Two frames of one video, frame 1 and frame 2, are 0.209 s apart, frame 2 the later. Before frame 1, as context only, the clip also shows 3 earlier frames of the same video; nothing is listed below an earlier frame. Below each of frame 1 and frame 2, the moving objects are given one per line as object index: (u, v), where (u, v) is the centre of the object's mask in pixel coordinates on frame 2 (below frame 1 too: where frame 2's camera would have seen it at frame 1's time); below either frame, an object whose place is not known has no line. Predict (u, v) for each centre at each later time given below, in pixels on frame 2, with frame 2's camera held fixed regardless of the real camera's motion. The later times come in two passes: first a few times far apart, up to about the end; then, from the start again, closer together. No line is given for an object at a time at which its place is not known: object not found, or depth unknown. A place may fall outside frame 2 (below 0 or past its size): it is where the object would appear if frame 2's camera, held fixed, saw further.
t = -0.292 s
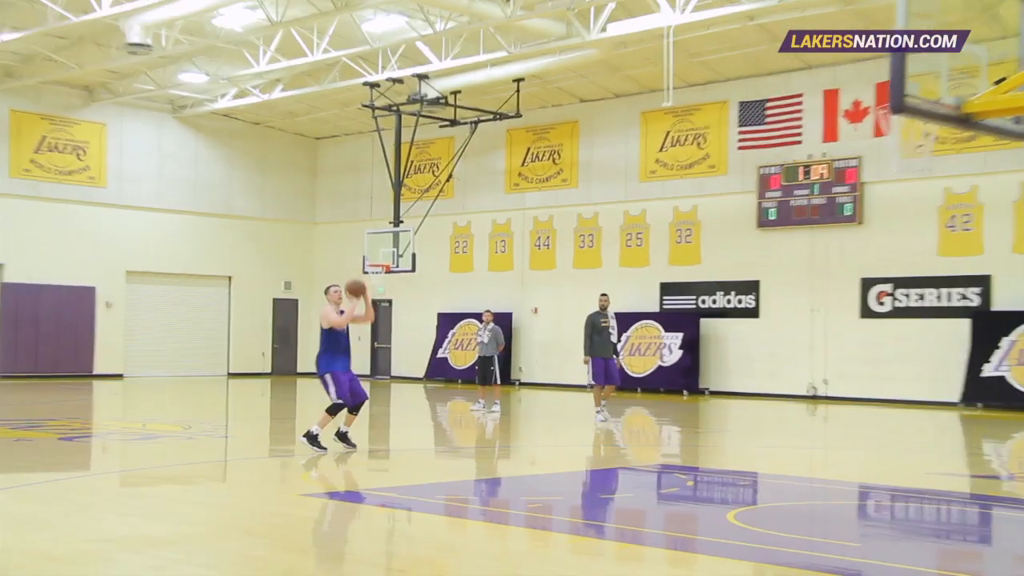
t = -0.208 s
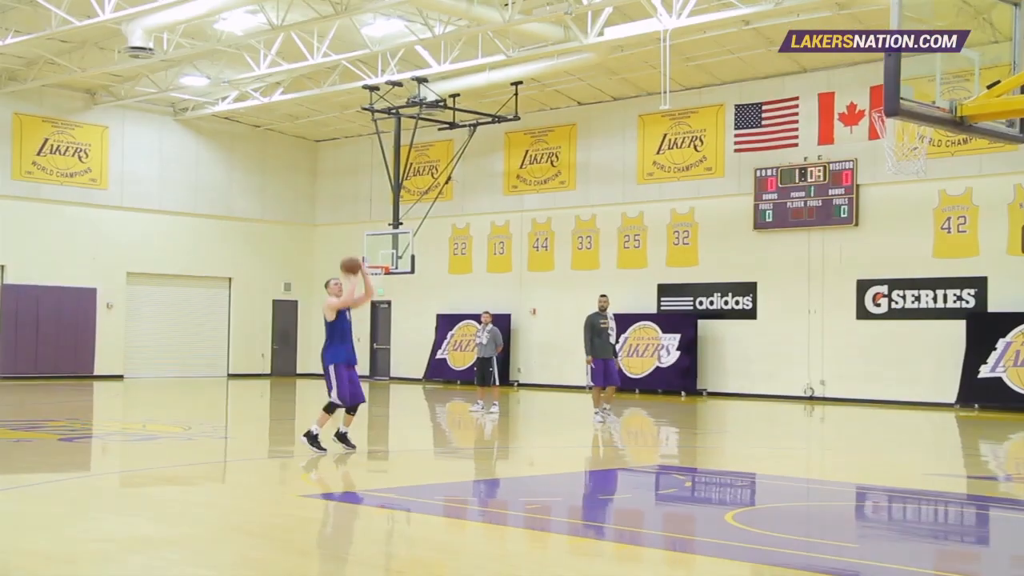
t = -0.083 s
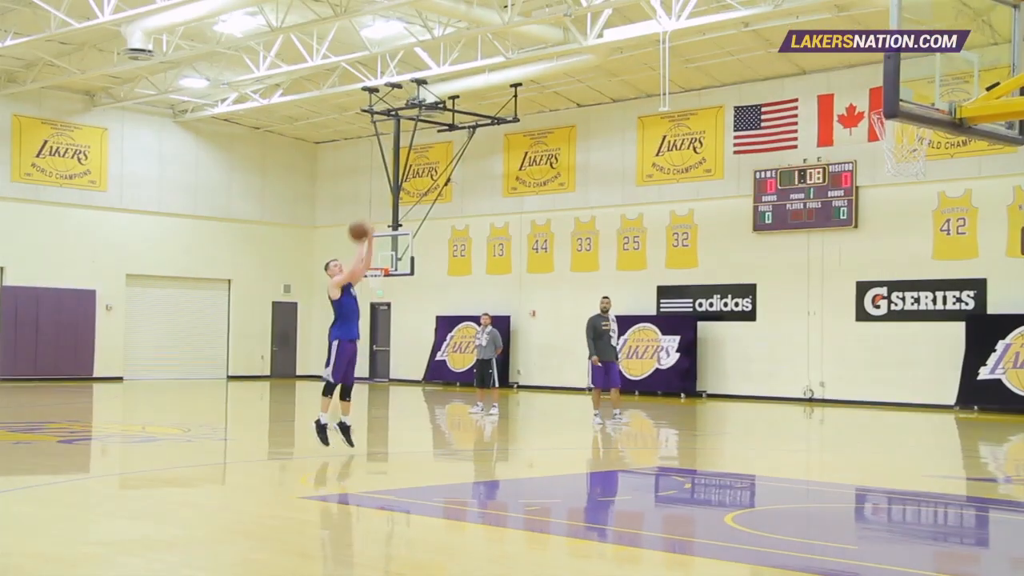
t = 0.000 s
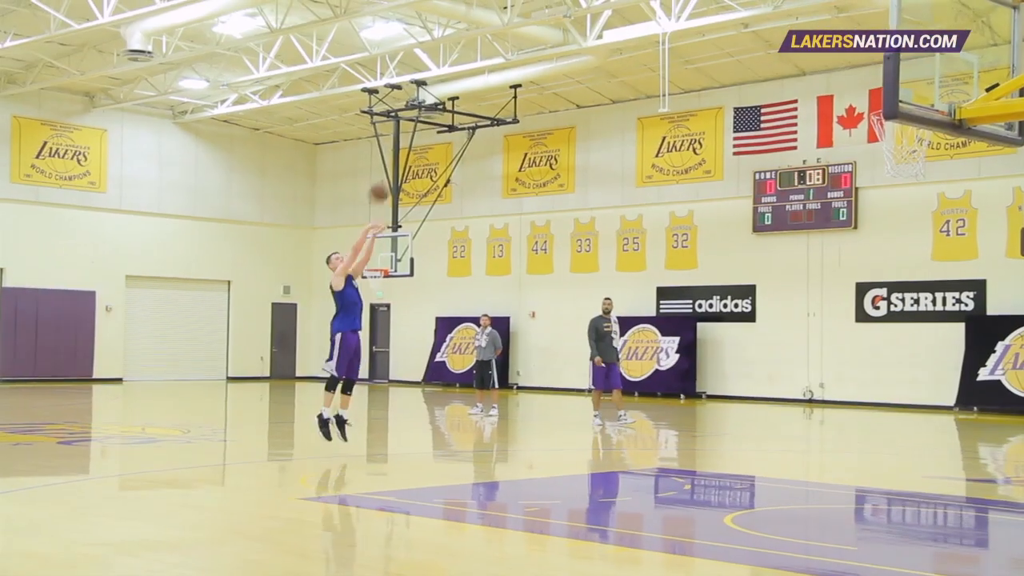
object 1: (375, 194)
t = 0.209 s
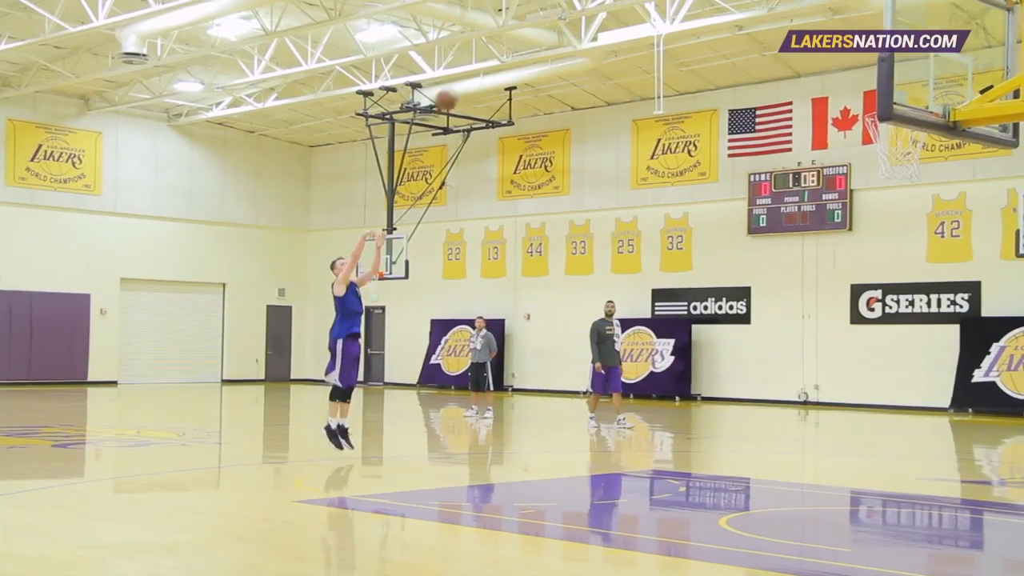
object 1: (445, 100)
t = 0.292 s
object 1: (476, 70)
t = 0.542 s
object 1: (576, 9)
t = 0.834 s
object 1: (719, 14)
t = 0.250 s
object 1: (461, 84)
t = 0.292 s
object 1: (476, 70)
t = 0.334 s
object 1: (492, 56)
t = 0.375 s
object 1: (508, 45)
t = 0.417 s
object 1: (524, 34)
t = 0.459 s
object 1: (542, 24)
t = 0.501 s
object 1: (559, 16)
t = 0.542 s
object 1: (576, 9)
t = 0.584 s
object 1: (595, 6)
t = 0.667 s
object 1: (634, 4)
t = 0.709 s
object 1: (654, 4)
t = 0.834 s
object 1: (719, 14)
